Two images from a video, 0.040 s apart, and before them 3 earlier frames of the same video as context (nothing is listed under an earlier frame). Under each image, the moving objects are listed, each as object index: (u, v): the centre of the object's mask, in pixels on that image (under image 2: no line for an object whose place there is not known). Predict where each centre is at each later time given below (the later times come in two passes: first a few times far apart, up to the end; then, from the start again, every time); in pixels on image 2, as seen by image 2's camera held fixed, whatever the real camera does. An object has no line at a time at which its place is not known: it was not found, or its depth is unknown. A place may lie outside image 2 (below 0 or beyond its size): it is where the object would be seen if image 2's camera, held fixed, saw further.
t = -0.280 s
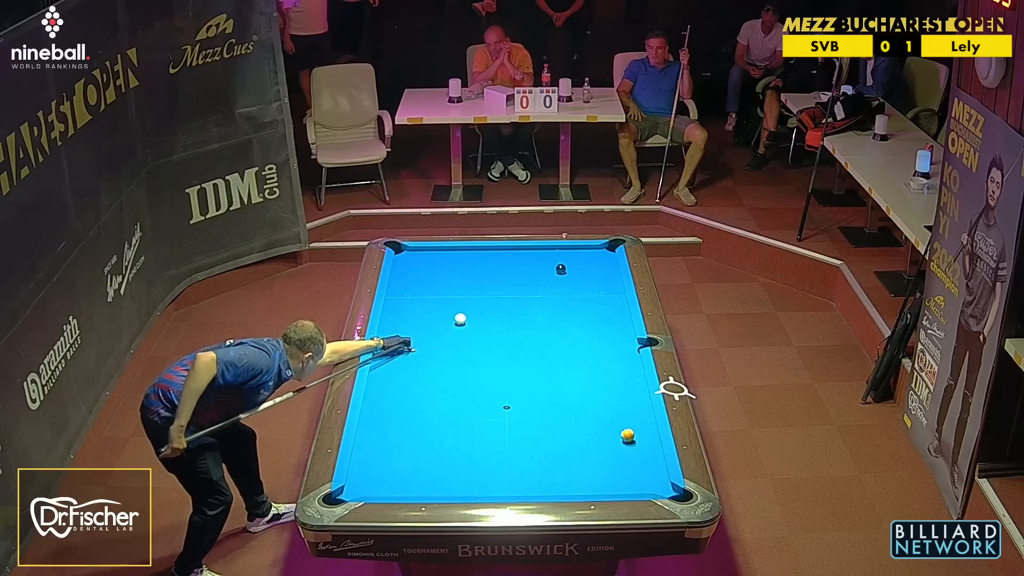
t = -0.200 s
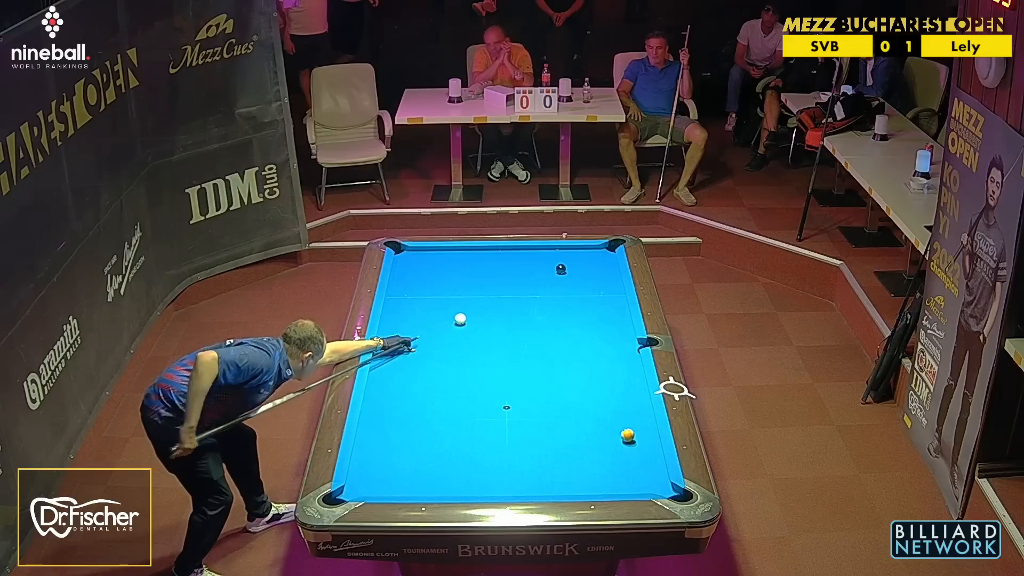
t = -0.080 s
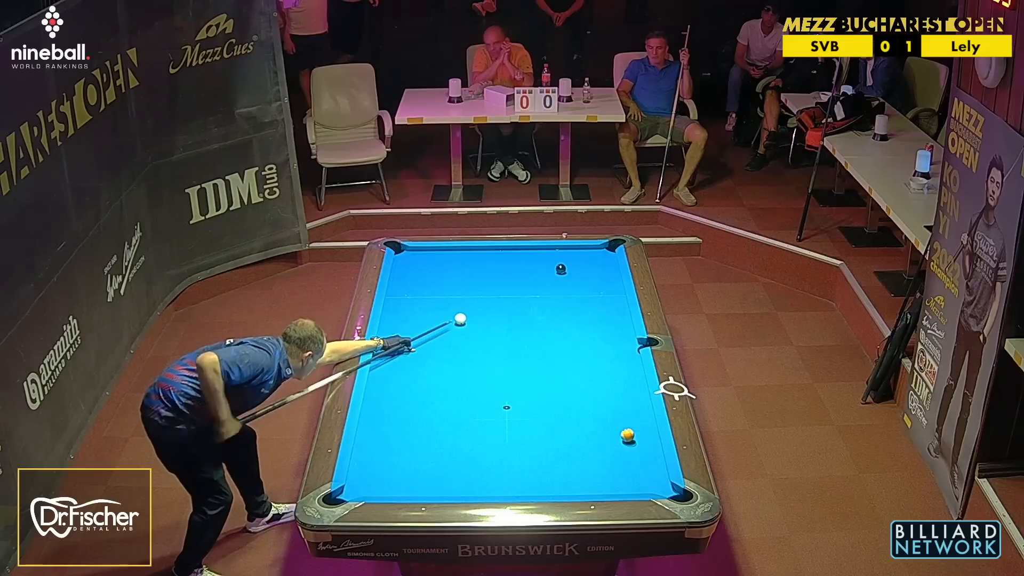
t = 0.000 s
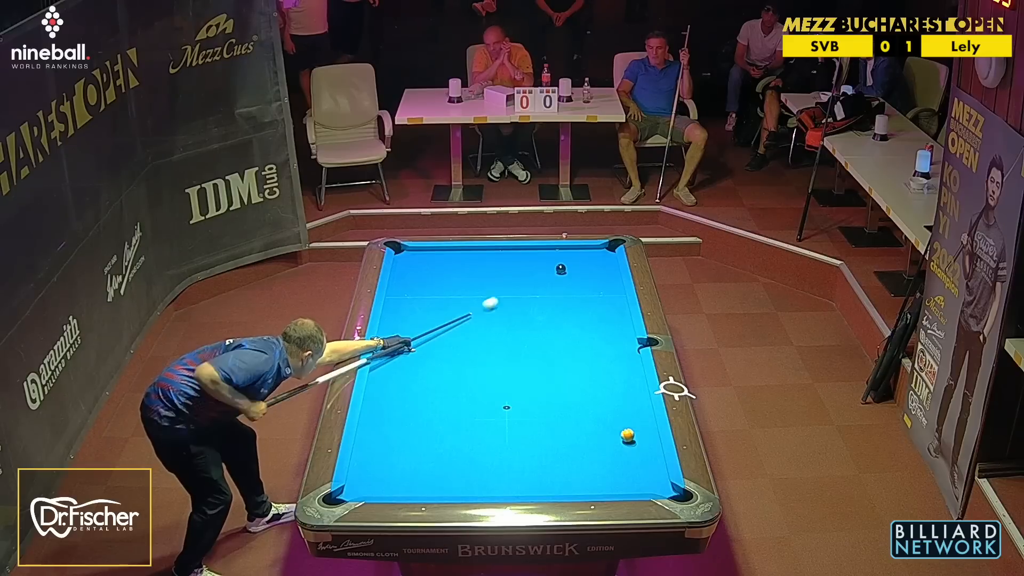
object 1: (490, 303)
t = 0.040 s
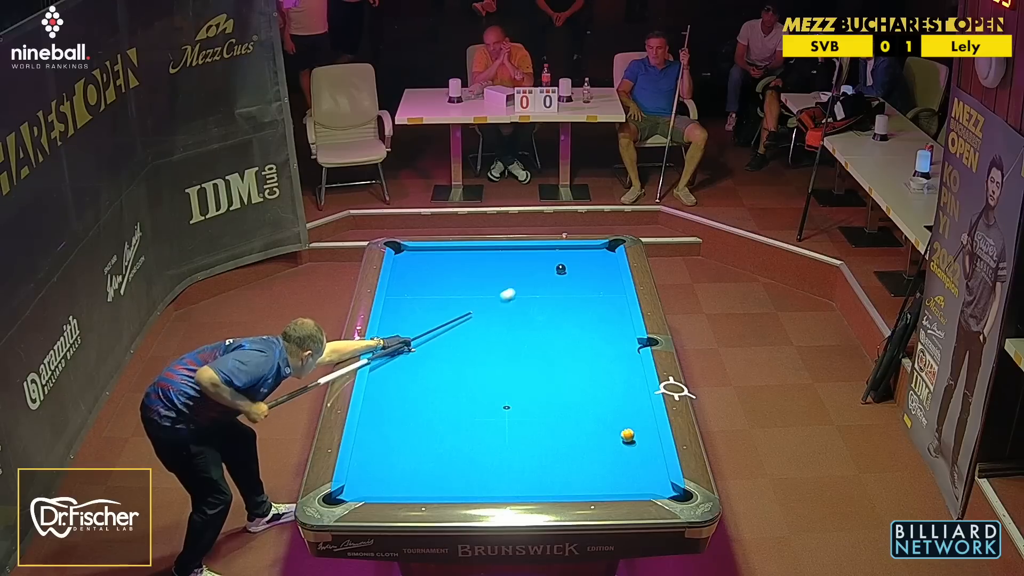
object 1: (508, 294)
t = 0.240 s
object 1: (551, 269)
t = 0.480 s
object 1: (553, 258)
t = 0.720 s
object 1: (564, 250)
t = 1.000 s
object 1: (573, 259)
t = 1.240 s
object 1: (581, 265)
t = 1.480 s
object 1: (589, 272)
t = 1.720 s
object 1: (597, 278)
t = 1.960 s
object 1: (604, 284)
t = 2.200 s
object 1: (611, 290)
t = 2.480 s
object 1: (619, 297)
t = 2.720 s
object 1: (621, 302)
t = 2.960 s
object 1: (619, 307)
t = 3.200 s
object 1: (618, 311)
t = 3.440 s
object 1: (617, 315)
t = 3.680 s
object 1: (616, 319)
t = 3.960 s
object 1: (614, 323)
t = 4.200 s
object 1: (612, 326)
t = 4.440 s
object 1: (611, 328)
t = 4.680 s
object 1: (610, 330)
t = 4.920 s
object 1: (609, 332)
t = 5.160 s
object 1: (607, 333)
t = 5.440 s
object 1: (606, 334)
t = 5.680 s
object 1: (606, 335)
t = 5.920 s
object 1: (605, 335)
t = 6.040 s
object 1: (605, 335)
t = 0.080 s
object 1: (524, 286)
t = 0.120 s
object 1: (540, 278)
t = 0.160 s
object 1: (553, 271)
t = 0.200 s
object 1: (552, 270)
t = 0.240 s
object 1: (551, 269)
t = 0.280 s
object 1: (550, 267)
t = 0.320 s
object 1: (550, 266)
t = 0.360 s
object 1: (550, 264)
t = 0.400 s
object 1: (550, 262)
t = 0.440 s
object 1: (551, 260)
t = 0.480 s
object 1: (553, 258)
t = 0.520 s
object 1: (554, 256)
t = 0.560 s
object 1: (556, 253)
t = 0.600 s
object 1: (559, 251)
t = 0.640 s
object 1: (561, 249)
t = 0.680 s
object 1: (563, 249)
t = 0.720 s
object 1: (564, 250)
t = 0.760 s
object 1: (565, 252)
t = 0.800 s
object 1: (567, 253)
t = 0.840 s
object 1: (568, 254)
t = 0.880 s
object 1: (569, 255)
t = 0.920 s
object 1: (571, 256)
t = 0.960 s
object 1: (572, 257)
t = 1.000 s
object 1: (573, 259)
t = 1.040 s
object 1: (575, 260)
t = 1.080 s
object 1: (576, 261)
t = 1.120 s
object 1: (577, 262)
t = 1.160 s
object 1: (579, 263)
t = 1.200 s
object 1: (580, 264)
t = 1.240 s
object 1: (581, 265)
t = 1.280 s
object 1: (583, 266)
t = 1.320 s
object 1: (584, 267)
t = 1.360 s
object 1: (585, 269)
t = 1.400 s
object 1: (587, 270)
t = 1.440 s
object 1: (588, 271)
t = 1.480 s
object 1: (589, 272)
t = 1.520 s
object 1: (590, 273)
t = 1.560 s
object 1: (592, 274)
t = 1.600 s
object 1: (593, 275)
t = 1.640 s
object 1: (594, 276)
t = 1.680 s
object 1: (595, 277)
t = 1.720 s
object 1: (597, 278)
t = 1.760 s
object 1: (598, 279)
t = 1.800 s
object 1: (599, 280)
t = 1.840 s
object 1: (600, 281)
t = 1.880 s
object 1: (602, 283)
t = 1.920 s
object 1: (603, 284)
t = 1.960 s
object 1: (604, 284)
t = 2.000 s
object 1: (605, 285)
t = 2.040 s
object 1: (607, 287)
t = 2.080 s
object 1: (608, 288)
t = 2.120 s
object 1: (609, 289)
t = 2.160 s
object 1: (610, 290)
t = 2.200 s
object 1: (611, 290)
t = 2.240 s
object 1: (612, 292)
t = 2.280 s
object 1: (614, 293)
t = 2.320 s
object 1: (615, 294)
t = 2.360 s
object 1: (616, 294)
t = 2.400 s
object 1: (617, 295)
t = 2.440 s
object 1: (618, 296)
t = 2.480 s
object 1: (619, 297)
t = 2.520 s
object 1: (621, 298)
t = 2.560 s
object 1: (622, 299)
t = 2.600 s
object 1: (621, 300)
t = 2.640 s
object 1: (621, 301)
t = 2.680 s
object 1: (621, 302)
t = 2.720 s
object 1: (621, 302)
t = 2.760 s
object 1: (620, 303)
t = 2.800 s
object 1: (620, 304)
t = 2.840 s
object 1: (620, 305)
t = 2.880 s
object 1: (620, 306)
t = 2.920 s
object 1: (619, 306)
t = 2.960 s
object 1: (619, 307)
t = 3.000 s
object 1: (619, 308)
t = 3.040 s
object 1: (619, 308)
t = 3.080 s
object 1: (619, 309)
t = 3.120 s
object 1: (618, 310)
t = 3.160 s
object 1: (618, 311)
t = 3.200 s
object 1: (618, 311)
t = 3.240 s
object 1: (618, 312)
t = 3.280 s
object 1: (618, 313)
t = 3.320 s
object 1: (618, 313)
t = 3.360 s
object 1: (617, 314)
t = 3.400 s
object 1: (617, 315)
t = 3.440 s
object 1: (617, 315)
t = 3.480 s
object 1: (617, 316)
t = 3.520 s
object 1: (617, 317)
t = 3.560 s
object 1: (616, 317)
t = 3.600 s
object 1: (616, 318)
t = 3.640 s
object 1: (616, 318)
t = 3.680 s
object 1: (616, 319)
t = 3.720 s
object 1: (616, 319)
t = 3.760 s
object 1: (615, 320)
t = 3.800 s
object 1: (615, 321)
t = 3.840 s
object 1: (615, 321)
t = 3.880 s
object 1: (614, 322)
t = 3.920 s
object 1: (614, 322)
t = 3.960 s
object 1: (614, 323)
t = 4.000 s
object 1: (614, 323)
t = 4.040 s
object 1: (613, 324)
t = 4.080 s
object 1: (613, 324)
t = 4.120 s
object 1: (613, 325)
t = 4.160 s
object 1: (613, 325)
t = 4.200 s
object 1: (612, 326)
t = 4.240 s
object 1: (612, 326)
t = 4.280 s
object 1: (612, 326)
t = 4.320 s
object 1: (612, 327)
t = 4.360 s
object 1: (611, 327)
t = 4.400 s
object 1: (611, 328)
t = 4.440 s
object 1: (611, 328)
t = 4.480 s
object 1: (611, 328)
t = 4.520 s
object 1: (611, 329)
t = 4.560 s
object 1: (611, 329)
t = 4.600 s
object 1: (610, 329)
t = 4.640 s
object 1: (610, 330)
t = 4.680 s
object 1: (610, 330)
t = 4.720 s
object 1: (610, 331)
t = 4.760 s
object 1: (610, 331)
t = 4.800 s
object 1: (609, 331)
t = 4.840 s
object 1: (609, 331)
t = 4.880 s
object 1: (609, 332)
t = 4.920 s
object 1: (609, 332)
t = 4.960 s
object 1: (609, 332)
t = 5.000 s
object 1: (608, 332)
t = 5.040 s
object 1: (608, 333)
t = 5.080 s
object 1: (608, 333)
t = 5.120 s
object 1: (608, 333)
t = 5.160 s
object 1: (607, 333)
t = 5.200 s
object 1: (607, 333)
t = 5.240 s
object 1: (607, 333)
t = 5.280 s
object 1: (607, 333)
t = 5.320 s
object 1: (607, 334)
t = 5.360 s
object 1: (606, 334)
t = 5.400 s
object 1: (606, 334)
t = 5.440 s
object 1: (606, 334)
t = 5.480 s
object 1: (606, 334)
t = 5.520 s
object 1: (606, 334)
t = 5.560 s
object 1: (606, 334)
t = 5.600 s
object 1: (606, 335)
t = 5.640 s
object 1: (606, 335)
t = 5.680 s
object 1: (606, 335)
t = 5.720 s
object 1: (605, 335)
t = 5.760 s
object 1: (605, 335)
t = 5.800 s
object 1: (605, 335)
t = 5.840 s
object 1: (605, 335)
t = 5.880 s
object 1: (605, 335)
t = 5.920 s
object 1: (605, 335)
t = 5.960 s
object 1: (605, 335)
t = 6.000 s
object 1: (605, 335)
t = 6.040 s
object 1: (605, 335)
